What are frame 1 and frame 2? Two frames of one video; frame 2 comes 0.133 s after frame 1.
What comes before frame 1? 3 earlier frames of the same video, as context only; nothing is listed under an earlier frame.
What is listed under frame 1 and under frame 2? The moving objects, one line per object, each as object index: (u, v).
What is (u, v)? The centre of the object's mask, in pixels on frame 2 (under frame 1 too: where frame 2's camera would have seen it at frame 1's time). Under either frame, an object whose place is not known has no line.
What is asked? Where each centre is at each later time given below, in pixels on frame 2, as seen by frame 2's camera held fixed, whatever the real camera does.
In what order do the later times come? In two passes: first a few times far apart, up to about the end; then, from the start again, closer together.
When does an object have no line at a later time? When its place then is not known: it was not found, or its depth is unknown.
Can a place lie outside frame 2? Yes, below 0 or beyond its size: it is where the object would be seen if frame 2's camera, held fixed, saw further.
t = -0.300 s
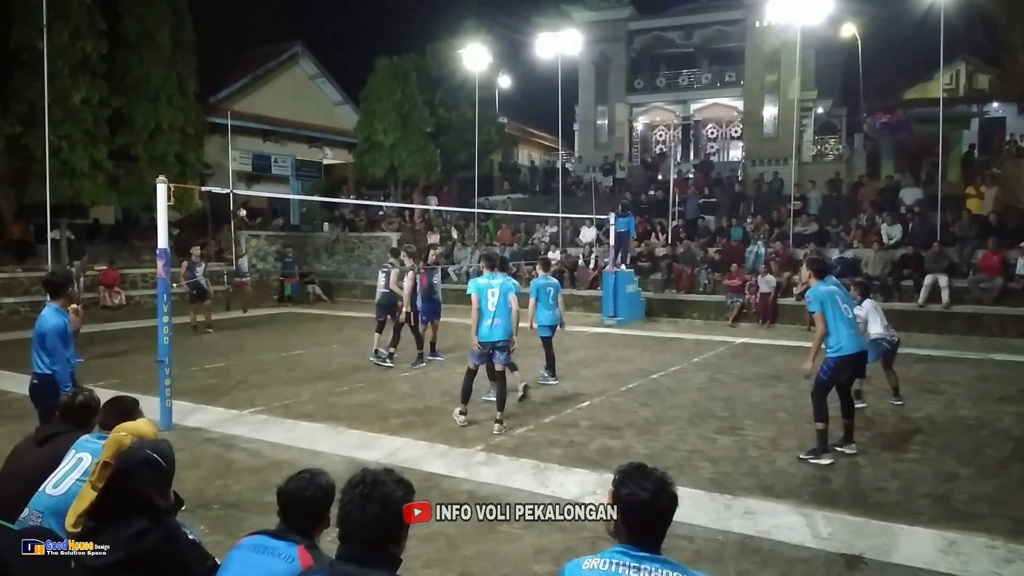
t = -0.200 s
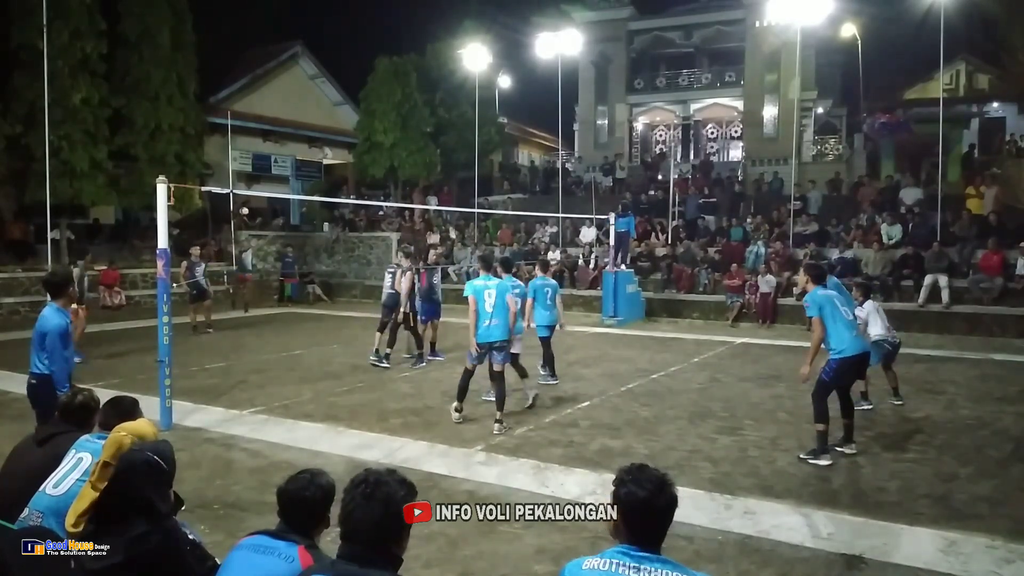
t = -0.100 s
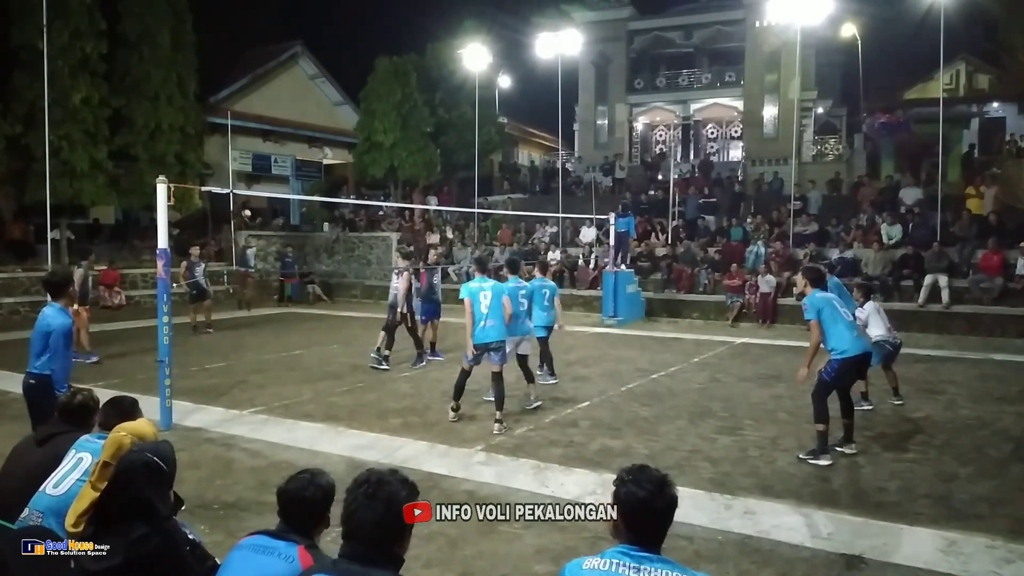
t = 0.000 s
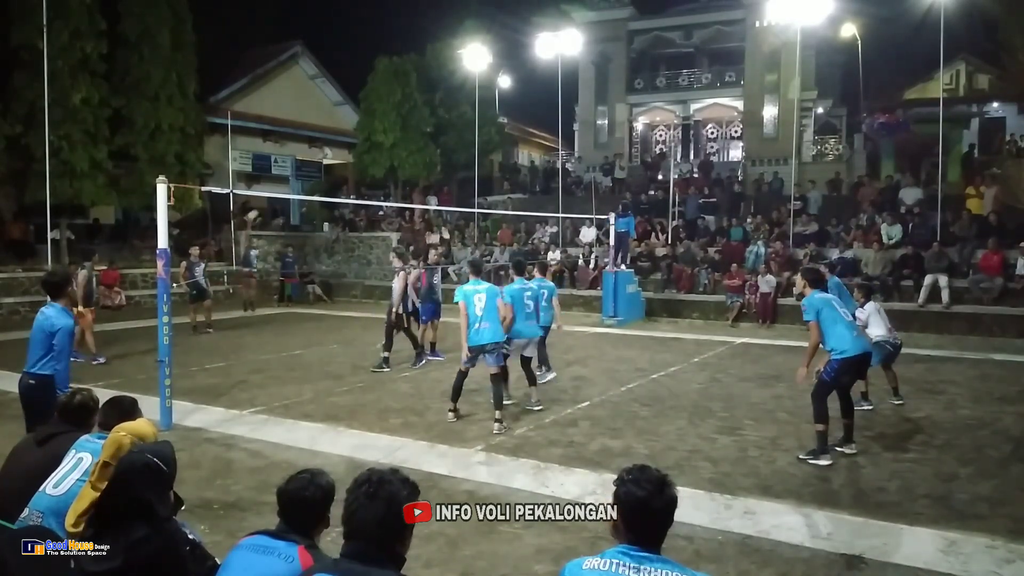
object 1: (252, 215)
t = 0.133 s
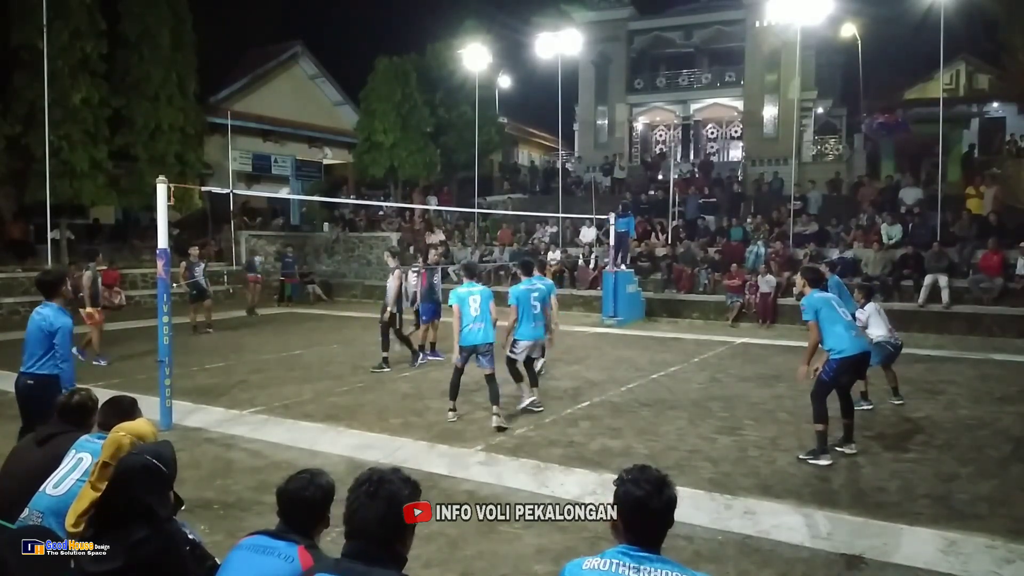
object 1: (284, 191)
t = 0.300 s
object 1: (326, 167)
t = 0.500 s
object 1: (388, 149)
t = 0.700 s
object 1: (463, 151)
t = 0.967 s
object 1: (592, 194)
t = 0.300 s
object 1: (326, 167)
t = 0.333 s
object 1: (335, 163)
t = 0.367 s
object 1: (346, 160)
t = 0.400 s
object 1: (356, 156)
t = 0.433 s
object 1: (365, 152)
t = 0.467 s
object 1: (377, 150)
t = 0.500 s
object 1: (388, 149)
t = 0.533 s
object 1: (399, 147)
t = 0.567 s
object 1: (411, 147)
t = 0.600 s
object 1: (424, 147)
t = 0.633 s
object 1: (436, 148)
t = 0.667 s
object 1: (449, 149)
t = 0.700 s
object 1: (463, 151)
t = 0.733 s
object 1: (477, 154)
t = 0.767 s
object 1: (492, 158)
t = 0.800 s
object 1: (506, 162)
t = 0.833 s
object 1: (522, 166)
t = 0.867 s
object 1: (540, 172)
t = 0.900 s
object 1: (557, 179)
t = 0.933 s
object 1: (574, 186)
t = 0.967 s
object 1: (592, 194)
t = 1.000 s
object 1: (611, 204)
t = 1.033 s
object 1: (630, 213)
